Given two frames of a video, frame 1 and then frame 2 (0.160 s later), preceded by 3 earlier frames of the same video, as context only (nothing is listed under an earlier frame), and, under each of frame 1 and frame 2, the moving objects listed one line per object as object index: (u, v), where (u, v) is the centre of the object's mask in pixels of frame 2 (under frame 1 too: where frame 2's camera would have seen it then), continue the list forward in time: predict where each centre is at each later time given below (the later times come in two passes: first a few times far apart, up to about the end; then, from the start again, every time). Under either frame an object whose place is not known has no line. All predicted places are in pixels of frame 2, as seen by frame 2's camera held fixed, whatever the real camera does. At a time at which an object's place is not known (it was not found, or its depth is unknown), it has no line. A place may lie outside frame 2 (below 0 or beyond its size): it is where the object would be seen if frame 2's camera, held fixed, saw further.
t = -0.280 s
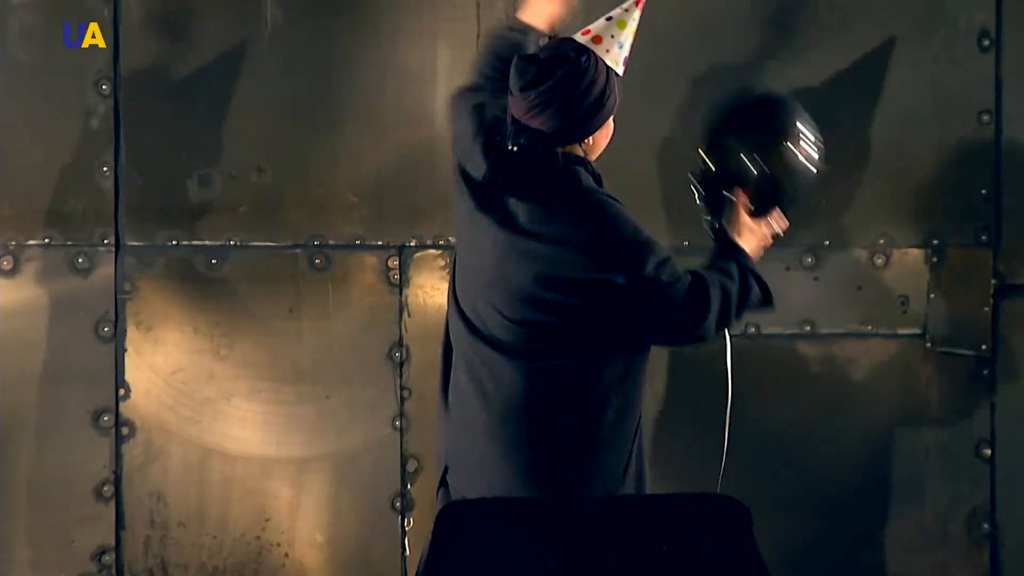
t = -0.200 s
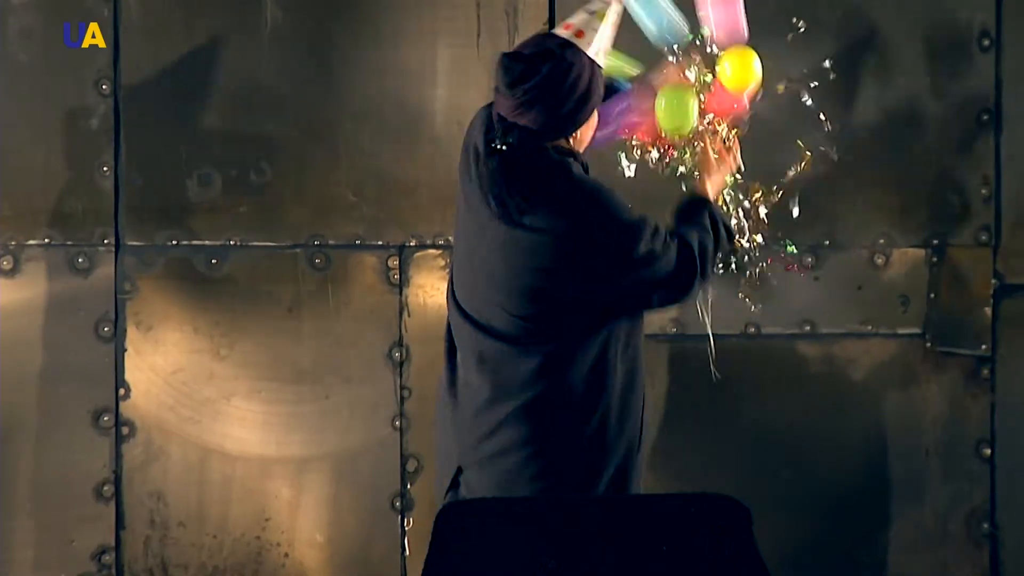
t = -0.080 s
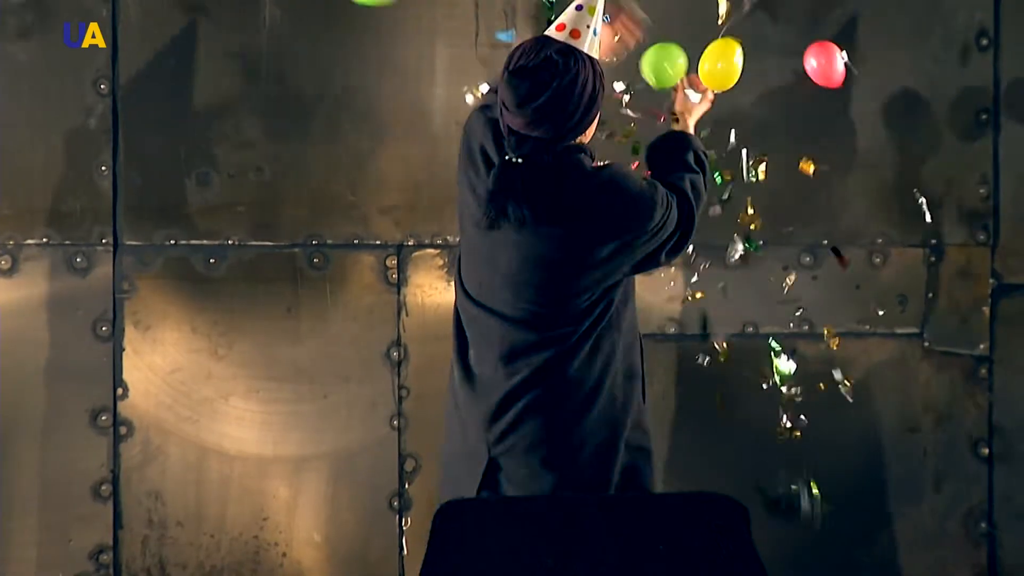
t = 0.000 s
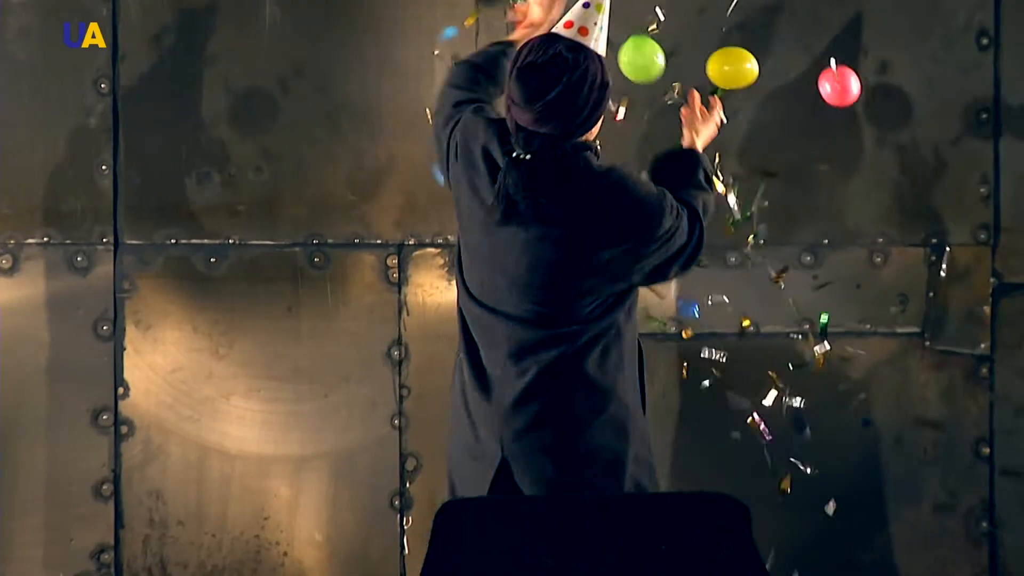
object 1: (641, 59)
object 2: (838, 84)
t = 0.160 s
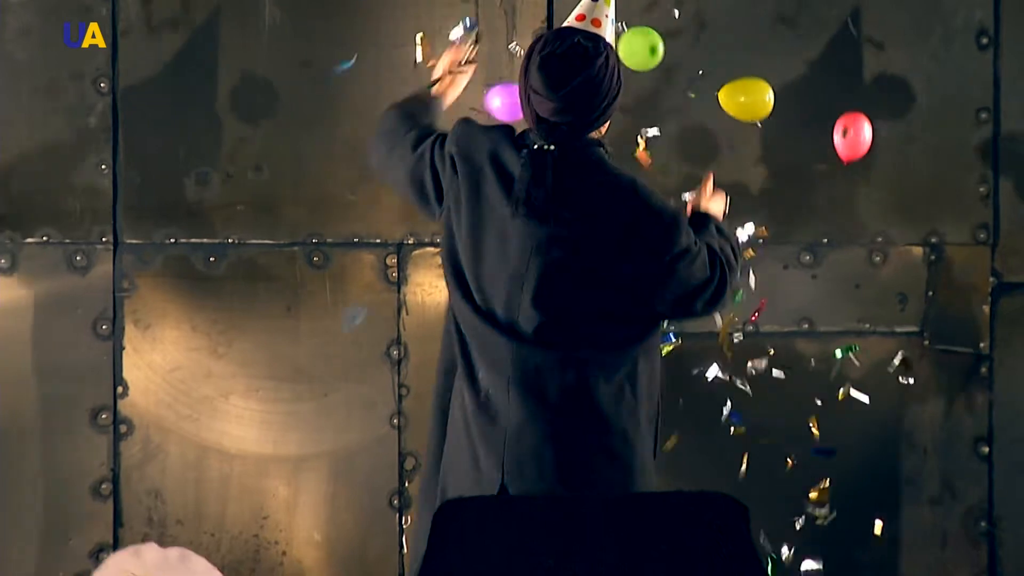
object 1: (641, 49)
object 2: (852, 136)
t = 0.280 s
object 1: (662, 61)
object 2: (854, 187)
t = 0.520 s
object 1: (684, 126)
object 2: (863, 286)
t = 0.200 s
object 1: (649, 53)
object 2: (853, 152)
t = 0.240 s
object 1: (657, 57)
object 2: (854, 169)
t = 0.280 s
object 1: (662, 61)
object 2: (854, 187)
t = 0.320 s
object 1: (668, 70)
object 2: (854, 205)
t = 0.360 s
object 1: (673, 78)
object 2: (854, 223)
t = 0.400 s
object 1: (679, 89)
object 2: (855, 240)
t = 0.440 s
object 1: (682, 100)
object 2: (857, 256)
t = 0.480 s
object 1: (683, 112)
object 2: (859, 271)
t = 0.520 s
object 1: (684, 126)
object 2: (863, 286)
